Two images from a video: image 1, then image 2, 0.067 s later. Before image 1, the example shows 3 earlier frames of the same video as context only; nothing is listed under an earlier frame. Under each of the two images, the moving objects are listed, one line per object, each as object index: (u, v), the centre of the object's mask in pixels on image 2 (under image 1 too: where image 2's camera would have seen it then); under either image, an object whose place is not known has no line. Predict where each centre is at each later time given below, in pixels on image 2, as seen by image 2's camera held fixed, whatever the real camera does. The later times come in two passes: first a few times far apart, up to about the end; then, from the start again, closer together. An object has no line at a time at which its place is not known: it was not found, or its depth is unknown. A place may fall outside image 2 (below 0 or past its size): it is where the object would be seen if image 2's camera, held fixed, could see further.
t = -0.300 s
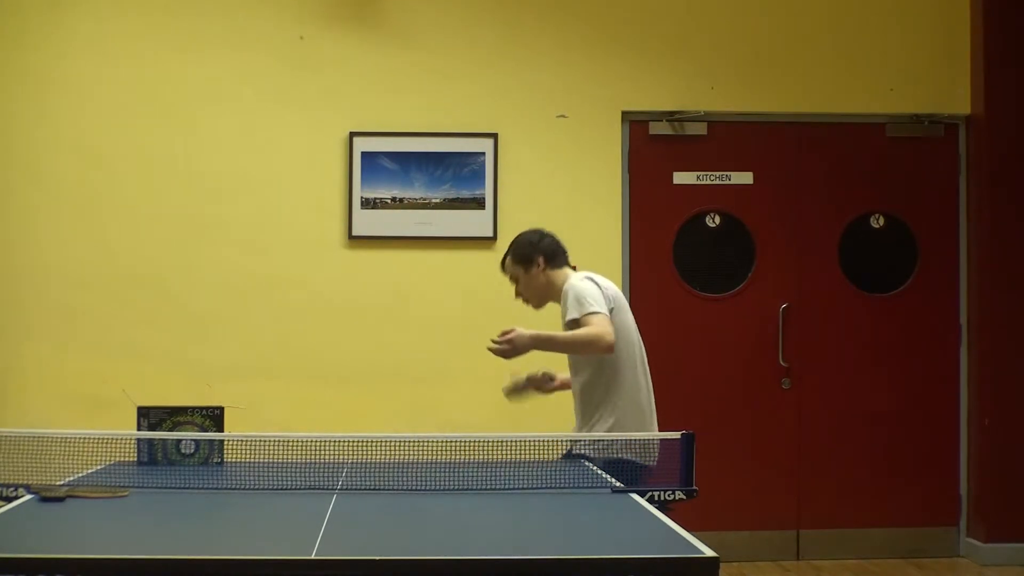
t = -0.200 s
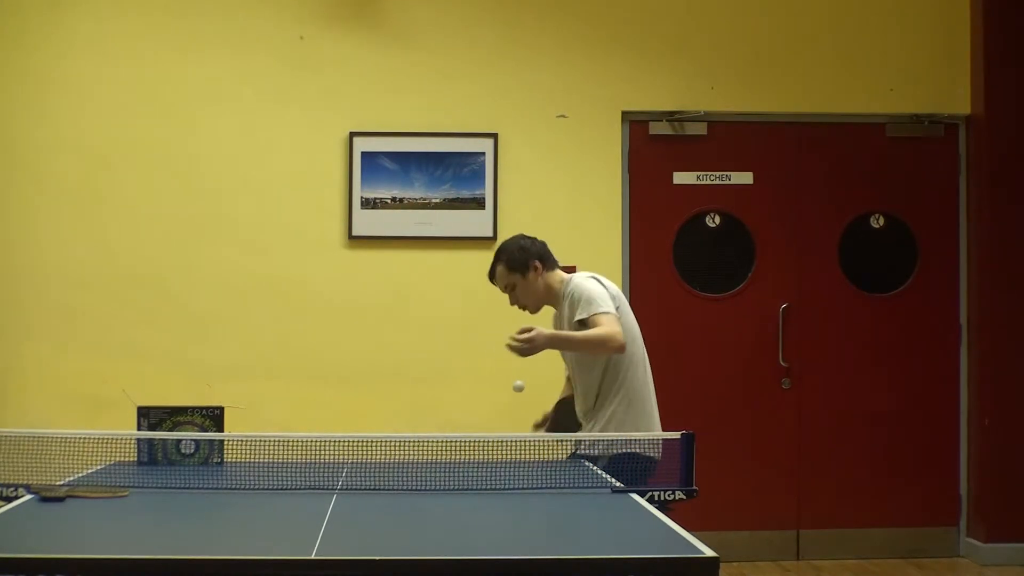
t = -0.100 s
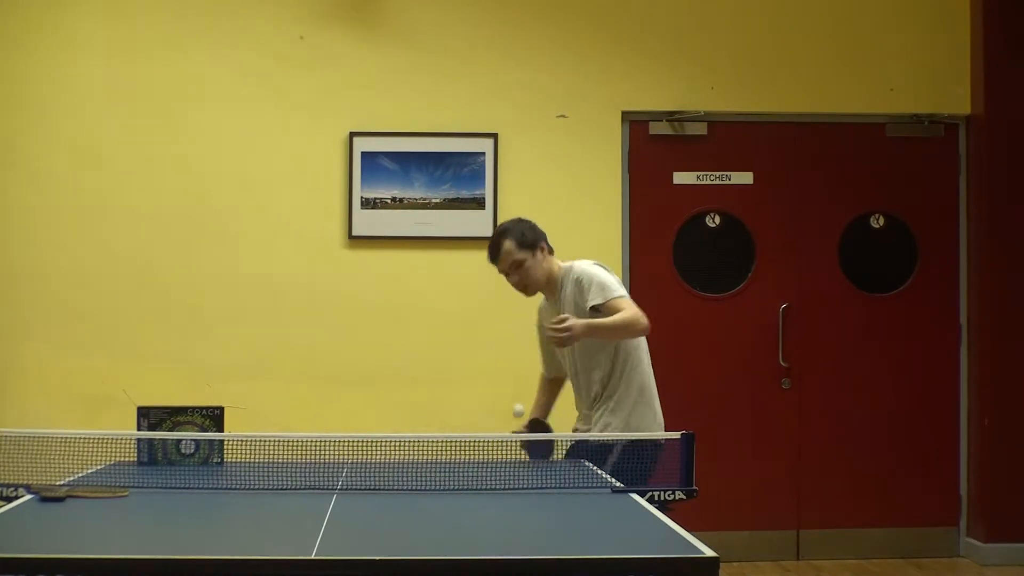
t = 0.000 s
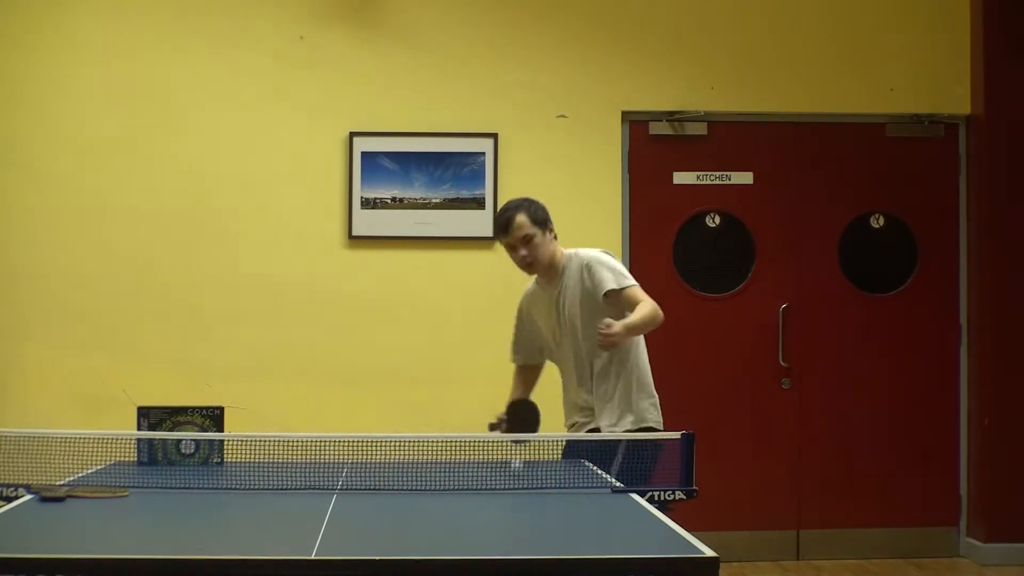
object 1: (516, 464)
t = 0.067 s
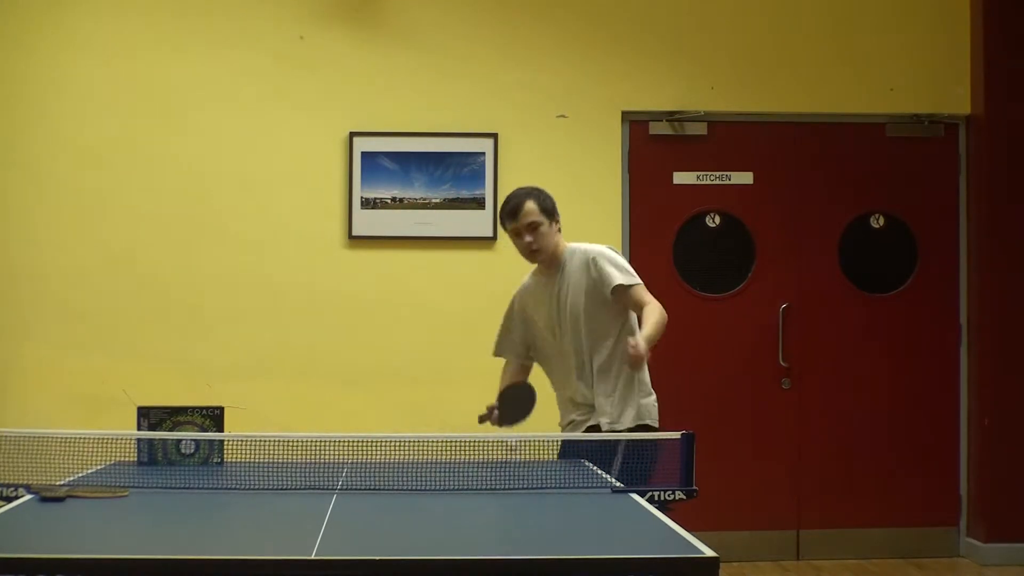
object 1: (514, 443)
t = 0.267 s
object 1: (489, 421)
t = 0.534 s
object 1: (437, 463)
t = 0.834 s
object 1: (353, 497)
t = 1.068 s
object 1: (277, 514)
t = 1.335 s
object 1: (186, 510)
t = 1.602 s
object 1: (101, 512)
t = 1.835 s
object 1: (29, 506)
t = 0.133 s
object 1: (505, 428)
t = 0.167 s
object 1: (502, 426)
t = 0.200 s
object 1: (498, 423)
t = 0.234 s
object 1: (493, 420)
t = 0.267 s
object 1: (489, 421)
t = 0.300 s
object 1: (484, 426)
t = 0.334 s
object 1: (479, 435)
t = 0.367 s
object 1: (473, 450)
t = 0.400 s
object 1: (467, 470)
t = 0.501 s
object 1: (445, 475)
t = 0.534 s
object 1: (437, 463)
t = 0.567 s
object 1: (428, 454)
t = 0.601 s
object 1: (419, 451)
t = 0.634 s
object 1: (411, 452)
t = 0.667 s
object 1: (401, 460)
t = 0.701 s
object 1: (393, 470)
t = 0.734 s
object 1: (384, 487)
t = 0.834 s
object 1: (353, 497)
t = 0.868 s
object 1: (342, 485)
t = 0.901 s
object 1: (331, 477)
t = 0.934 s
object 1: (321, 474)
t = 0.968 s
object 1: (310, 476)
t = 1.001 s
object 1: (299, 483)
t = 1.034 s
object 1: (287, 496)
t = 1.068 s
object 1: (277, 514)
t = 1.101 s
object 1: (266, 536)
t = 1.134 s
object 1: (254, 518)
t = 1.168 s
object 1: (242, 502)
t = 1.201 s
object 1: (231, 493)
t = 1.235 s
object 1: (219, 490)
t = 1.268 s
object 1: (208, 491)
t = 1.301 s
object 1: (197, 498)
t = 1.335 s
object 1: (186, 510)
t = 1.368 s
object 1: (175, 528)
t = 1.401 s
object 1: (164, 535)
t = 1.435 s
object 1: (153, 518)
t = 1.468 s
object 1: (142, 506)
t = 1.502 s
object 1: (132, 499)
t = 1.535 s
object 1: (121, 499)
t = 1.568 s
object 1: (110, 503)
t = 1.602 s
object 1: (101, 512)
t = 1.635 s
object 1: (91, 527)
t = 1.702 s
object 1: (69, 514)
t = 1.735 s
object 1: (59, 504)
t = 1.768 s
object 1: (49, 499)
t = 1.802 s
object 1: (40, 500)
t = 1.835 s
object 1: (29, 506)
